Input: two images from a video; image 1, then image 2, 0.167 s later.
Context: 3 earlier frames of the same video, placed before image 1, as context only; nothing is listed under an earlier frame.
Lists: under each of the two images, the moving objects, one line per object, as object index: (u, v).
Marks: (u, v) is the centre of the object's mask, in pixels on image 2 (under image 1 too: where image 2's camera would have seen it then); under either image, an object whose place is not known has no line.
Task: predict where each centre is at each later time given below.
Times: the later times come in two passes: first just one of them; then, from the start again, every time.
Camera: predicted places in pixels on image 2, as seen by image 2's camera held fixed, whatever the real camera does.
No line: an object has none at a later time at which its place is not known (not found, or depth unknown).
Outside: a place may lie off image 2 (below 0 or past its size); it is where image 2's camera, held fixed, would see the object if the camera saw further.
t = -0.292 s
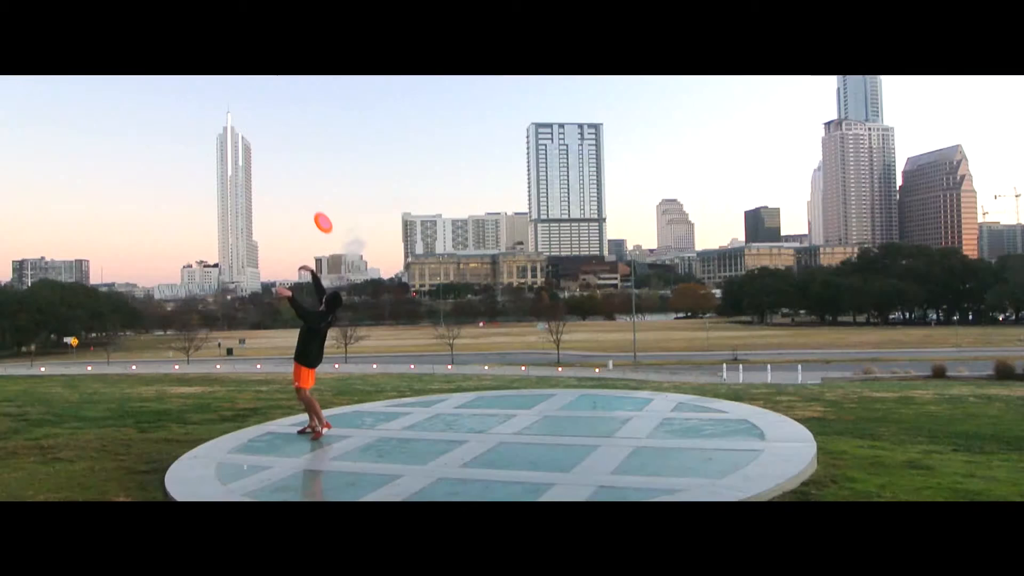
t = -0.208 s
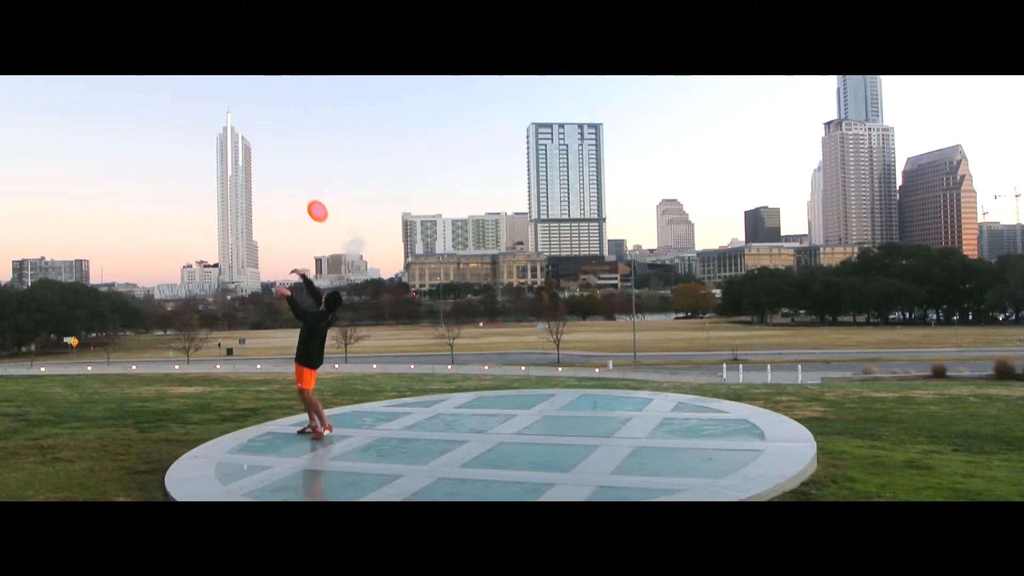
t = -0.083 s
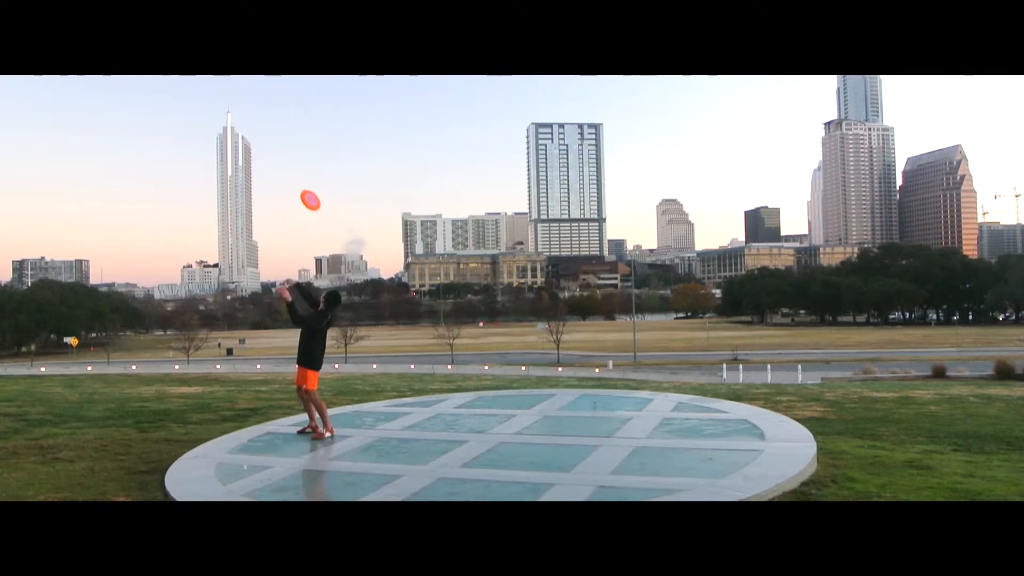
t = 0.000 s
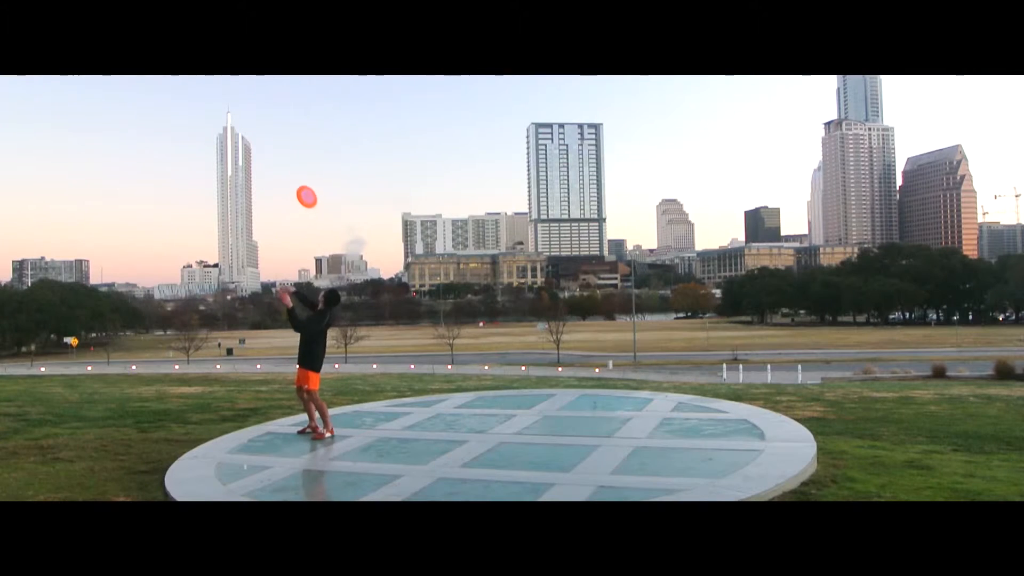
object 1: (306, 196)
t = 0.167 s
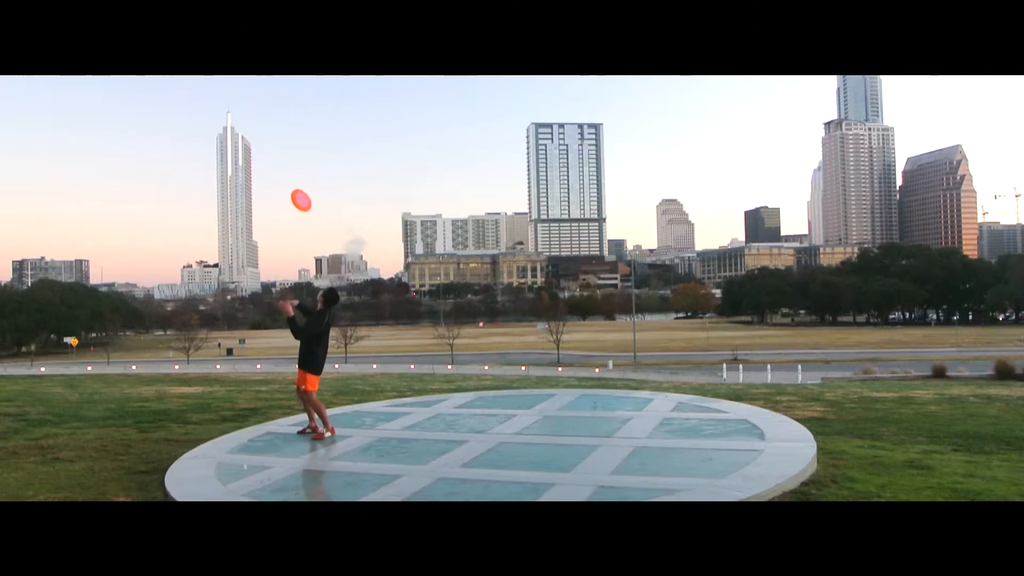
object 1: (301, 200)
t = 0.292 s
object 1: (299, 212)
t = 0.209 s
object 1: (300, 203)
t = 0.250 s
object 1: (299, 207)
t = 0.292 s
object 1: (299, 212)
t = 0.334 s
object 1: (298, 218)
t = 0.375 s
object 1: (298, 225)
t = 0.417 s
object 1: (298, 233)
